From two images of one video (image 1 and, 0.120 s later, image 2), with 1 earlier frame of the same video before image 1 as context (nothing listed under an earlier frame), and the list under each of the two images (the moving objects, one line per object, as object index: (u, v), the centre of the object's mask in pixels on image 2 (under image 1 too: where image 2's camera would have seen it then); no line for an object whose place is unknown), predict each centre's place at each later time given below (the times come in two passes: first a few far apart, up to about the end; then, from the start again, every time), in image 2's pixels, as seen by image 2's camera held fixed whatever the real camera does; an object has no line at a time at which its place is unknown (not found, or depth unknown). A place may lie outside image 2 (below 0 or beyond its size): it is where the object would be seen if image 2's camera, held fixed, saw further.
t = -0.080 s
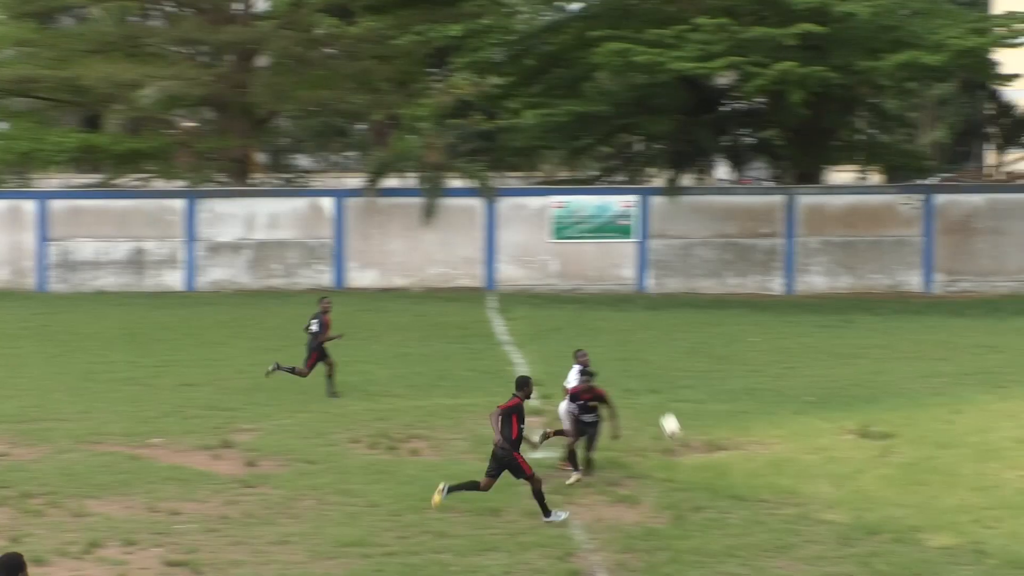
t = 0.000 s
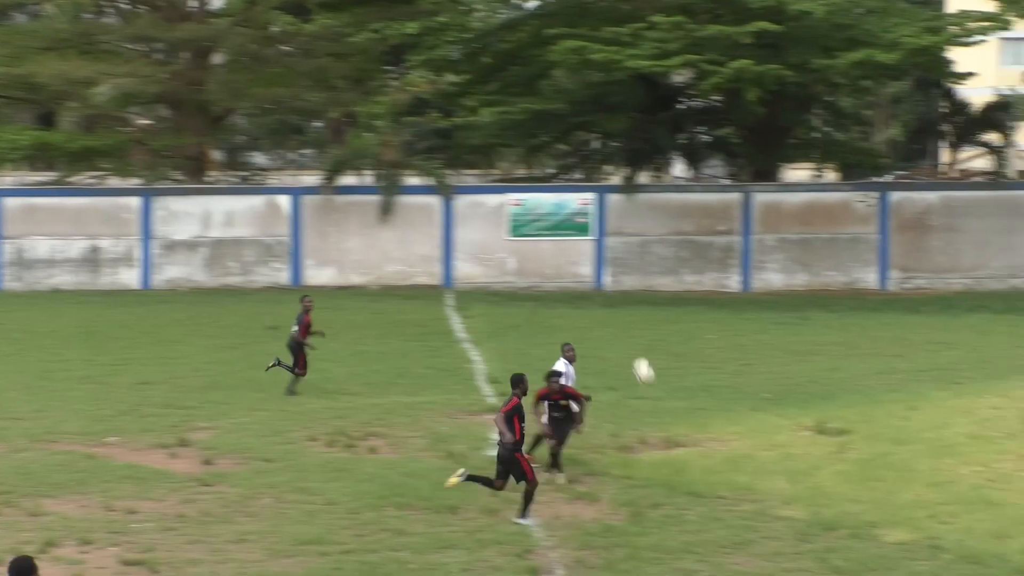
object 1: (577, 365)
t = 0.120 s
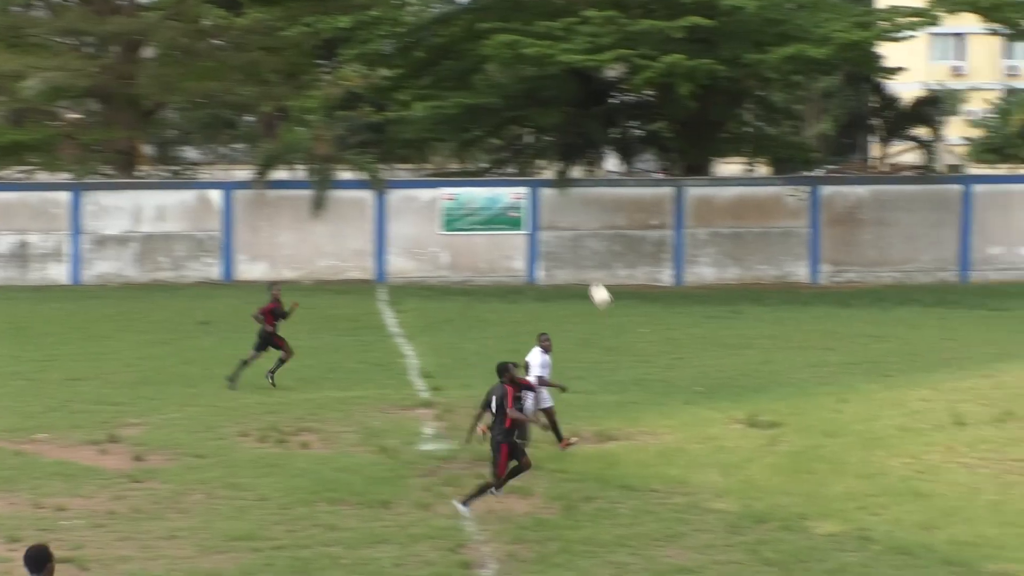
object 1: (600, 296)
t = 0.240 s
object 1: (625, 238)
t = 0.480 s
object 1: (677, 157)
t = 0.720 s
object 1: (731, 128)
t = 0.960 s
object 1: (788, 156)
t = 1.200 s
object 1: (845, 244)
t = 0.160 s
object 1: (608, 274)
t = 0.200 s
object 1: (617, 256)
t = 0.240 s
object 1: (625, 238)
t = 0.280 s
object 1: (633, 220)
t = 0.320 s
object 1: (642, 205)
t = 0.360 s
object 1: (650, 190)
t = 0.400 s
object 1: (658, 177)
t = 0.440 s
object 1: (668, 166)
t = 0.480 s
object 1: (677, 157)
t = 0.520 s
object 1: (686, 148)
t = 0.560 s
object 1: (694, 141)
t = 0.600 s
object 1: (704, 135)
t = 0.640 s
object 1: (713, 131)
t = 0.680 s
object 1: (722, 129)
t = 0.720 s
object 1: (731, 128)
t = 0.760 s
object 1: (740, 128)
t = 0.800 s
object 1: (750, 130)
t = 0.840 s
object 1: (759, 134)
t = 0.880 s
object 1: (768, 139)
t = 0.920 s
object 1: (778, 147)
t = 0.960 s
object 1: (788, 156)
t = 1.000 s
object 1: (797, 166)
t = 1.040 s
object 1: (807, 178)
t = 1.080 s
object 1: (816, 192)
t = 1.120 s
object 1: (826, 208)
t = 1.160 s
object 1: (836, 224)
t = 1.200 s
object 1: (845, 244)
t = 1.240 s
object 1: (854, 266)
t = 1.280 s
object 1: (864, 290)
